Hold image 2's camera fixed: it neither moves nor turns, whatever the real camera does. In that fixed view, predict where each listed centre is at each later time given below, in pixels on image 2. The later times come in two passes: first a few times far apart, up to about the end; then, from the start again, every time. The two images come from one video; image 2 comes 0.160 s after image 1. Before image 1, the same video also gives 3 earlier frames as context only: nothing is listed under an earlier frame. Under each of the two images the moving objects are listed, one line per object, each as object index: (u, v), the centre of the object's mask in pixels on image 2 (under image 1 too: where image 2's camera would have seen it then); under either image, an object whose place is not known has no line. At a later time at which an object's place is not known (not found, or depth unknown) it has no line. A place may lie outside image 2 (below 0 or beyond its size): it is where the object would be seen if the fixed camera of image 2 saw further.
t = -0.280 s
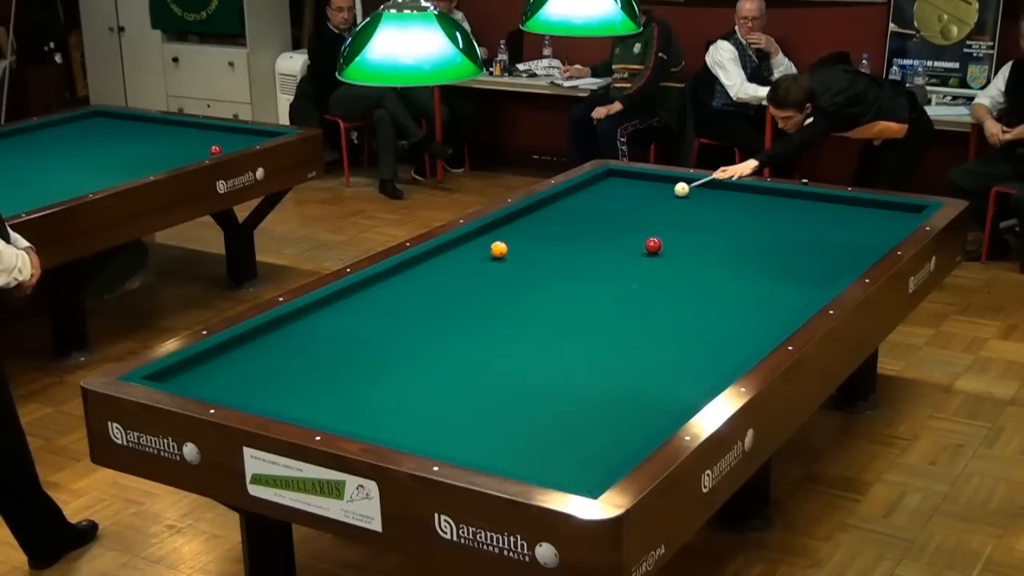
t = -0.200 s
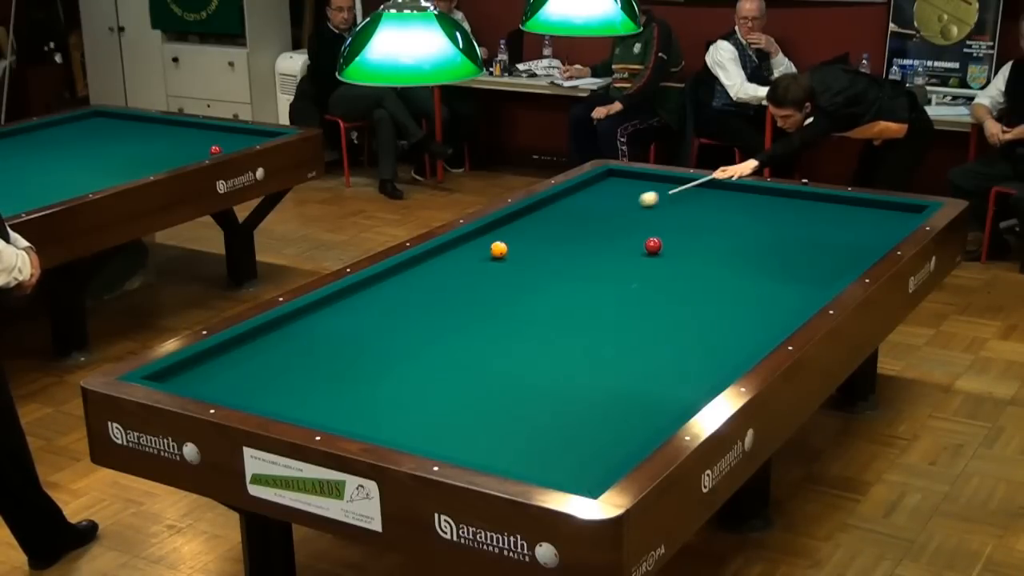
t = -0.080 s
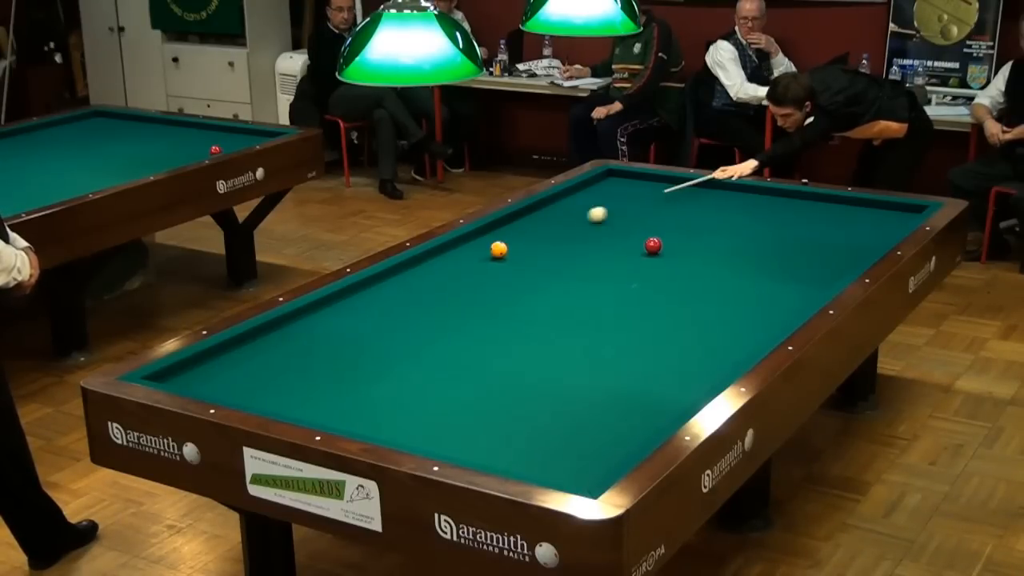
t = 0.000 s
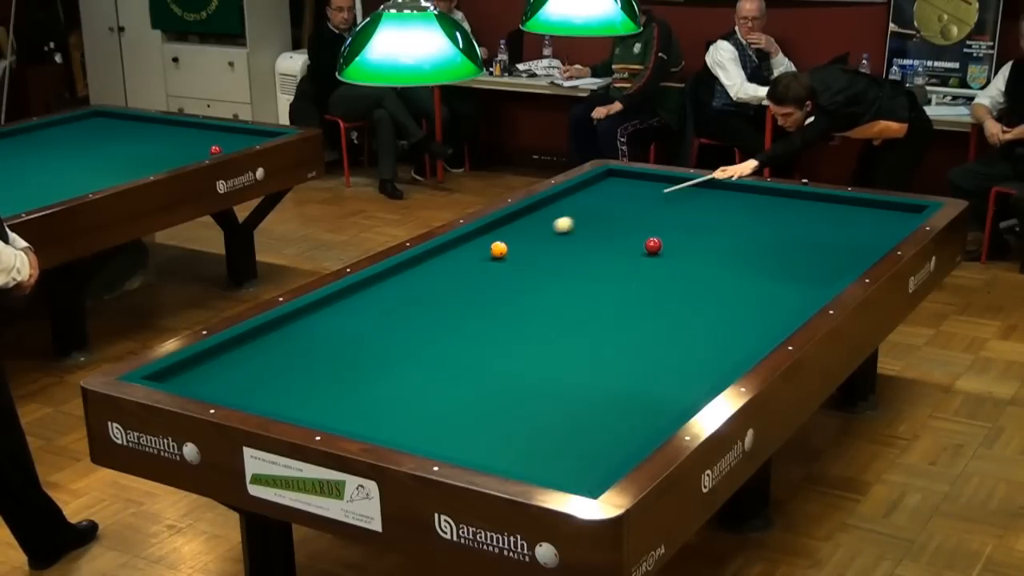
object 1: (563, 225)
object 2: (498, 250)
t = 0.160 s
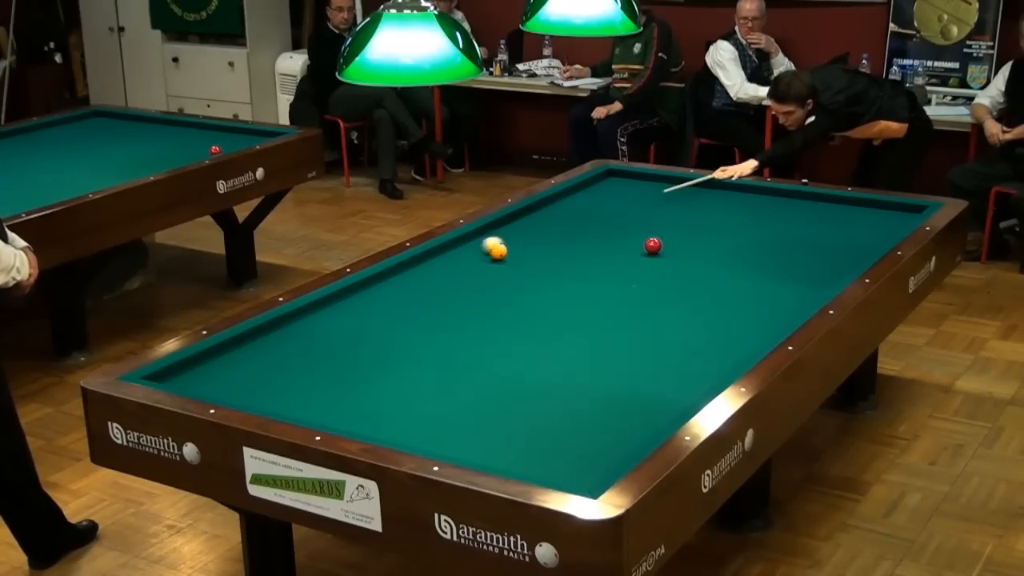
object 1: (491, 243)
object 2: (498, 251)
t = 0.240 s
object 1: (457, 247)
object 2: (496, 261)
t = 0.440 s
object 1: (444, 269)
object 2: (492, 284)
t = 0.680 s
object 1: (431, 301)
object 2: (487, 310)
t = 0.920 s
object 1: (416, 339)
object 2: (482, 339)
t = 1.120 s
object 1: (402, 374)
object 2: (477, 366)
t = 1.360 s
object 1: (382, 424)
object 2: (470, 402)
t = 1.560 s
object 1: (449, 423)
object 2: (464, 435)
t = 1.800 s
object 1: (547, 415)
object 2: (493, 446)
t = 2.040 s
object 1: (638, 409)
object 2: (544, 435)
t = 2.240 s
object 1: (673, 394)
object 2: (584, 427)
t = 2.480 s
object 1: (664, 369)
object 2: (629, 417)
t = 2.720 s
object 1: (656, 346)
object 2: (672, 407)
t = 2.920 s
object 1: (651, 329)
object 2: (677, 397)
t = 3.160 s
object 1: (644, 310)
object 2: (678, 383)
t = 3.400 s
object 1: (638, 293)
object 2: (679, 371)
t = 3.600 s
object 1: (634, 279)
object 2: (680, 361)
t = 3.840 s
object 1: (629, 265)
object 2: (681, 350)
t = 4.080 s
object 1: (624, 251)
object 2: (682, 340)
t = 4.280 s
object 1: (621, 240)
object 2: (683, 332)
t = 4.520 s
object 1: (617, 229)
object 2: (684, 323)
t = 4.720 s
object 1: (614, 220)
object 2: (684, 317)
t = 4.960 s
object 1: (610, 210)
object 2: (685, 309)
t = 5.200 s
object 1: (607, 200)
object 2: (685, 301)
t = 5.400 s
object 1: (604, 193)
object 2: (686, 296)
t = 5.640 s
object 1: (602, 184)
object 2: (686, 290)
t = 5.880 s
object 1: (601, 177)
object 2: (687, 284)
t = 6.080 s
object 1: (616, 174)
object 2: (687, 279)
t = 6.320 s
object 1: (621, 174)
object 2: (688, 274)
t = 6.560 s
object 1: (619, 177)
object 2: (688, 269)
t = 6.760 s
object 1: (618, 179)
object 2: (688, 266)
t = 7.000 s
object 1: (617, 182)
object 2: (689, 262)
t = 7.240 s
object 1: (615, 184)
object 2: (689, 258)
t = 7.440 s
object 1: (614, 186)
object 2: (689, 255)
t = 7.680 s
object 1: (612, 188)
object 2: (689, 252)
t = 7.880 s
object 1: (611, 190)
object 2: (689, 249)
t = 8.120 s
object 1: (610, 192)
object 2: (689, 246)
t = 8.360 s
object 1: (609, 194)
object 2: (690, 244)
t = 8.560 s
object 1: (608, 195)
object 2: (690, 242)
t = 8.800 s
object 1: (607, 197)
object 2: (690, 240)
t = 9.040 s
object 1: (606, 198)
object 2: (690, 238)
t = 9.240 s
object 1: (605, 200)
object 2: (690, 237)
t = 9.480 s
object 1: (605, 201)
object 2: (690, 235)
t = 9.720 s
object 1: (604, 202)
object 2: (690, 234)
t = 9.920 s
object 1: (603, 202)
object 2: (690, 233)
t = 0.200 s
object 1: (475, 246)
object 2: (497, 256)
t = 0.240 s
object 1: (457, 247)
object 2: (496, 261)
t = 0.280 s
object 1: (443, 248)
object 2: (495, 266)
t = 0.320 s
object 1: (444, 254)
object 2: (494, 271)
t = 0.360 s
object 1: (445, 259)
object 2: (494, 276)
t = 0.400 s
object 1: (444, 263)
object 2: (493, 280)
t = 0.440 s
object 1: (444, 269)
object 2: (492, 284)
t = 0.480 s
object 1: (442, 274)
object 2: (491, 289)
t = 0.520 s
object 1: (440, 279)
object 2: (490, 293)
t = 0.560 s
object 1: (438, 284)
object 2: (490, 297)
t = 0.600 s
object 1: (435, 290)
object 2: (489, 301)
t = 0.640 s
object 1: (433, 295)
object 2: (488, 306)
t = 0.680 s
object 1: (431, 301)
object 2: (487, 310)
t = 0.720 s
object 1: (428, 307)
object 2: (486, 315)
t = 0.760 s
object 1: (426, 313)
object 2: (485, 320)
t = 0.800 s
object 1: (424, 319)
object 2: (484, 325)
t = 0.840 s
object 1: (421, 325)
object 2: (484, 329)
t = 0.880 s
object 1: (419, 332)
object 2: (483, 334)
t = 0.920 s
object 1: (416, 339)
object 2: (482, 339)
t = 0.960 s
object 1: (413, 345)
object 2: (481, 345)
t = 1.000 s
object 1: (410, 352)
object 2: (480, 350)
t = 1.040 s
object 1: (408, 359)
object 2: (479, 355)
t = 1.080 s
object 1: (405, 367)
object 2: (478, 361)
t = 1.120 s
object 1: (402, 374)
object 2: (477, 366)
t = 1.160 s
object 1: (399, 382)
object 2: (476, 372)
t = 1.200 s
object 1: (395, 390)
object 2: (475, 378)
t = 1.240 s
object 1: (392, 398)
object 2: (474, 384)
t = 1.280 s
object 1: (389, 407)
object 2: (472, 390)
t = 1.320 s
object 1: (385, 415)
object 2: (471, 396)
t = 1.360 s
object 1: (382, 424)
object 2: (470, 402)
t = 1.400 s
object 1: (379, 430)
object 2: (469, 408)
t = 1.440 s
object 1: (396, 431)
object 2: (468, 415)
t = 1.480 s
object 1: (415, 429)
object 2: (467, 422)
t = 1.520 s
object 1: (434, 427)
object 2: (466, 428)
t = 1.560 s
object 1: (449, 423)
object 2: (464, 435)
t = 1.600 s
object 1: (468, 421)
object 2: (463, 442)
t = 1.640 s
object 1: (484, 421)
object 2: (462, 448)
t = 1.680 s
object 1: (500, 419)
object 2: (464, 451)
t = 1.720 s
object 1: (516, 418)
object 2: (474, 450)
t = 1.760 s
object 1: (531, 417)
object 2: (484, 448)
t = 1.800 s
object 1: (547, 415)
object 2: (493, 446)
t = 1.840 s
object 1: (562, 414)
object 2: (502, 444)
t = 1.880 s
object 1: (578, 413)
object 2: (510, 442)
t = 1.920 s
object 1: (593, 412)
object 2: (519, 440)
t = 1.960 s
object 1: (608, 411)
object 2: (527, 438)
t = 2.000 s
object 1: (623, 409)
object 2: (535, 437)
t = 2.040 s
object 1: (638, 409)
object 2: (544, 435)
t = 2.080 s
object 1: (653, 407)
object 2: (552, 434)
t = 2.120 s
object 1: (668, 405)
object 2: (560, 432)
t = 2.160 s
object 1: (678, 402)
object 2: (568, 430)
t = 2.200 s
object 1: (676, 399)
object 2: (576, 428)
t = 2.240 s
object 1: (673, 394)
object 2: (584, 427)
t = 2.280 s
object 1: (671, 390)
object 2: (591, 425)
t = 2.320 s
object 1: (670, 385)
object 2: (599, 423)
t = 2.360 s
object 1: (669, 381)
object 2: (607, 422)
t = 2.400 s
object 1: (667, 377)
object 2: (614, 420)
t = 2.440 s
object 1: (666, 373)
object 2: (622, 419)
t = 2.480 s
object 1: (664, 369)
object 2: (629, 417)
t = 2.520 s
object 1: (663, 365)
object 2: (637, 416)
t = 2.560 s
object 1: (661, 361)
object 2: (644, 414)
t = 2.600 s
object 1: (660, 357)
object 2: (651, 413)
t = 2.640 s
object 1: (659, 353)
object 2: (659, 411)
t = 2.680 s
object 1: (657, 350)
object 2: (665, 409)
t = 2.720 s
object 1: (656, 346)
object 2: (672, 407)
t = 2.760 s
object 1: (655, 343)
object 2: (675, 405)
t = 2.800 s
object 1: (654, 339)
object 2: (675, 403)
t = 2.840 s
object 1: (653, 335)
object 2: (676, 401)
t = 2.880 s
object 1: (652, 332)
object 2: (676, 399)
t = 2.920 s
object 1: (651, 329)
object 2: (677, 397)
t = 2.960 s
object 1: (650, 325)
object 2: (677, 394)
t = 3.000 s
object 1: (648, 322)
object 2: (677, 392)
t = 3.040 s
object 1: (647, 319)
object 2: (677, 390)
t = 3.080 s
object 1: (646, 316)
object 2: (677, 388)
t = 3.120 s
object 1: (645, 313)
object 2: (678, 385)
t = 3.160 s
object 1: (644, 310)
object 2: (678, 383)
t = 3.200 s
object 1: (643, 307)
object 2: (678, 381)
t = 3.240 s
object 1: (642, 304)
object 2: (678, 379)
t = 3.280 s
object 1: (641, 301)
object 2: (678, 377)
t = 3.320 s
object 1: (640, 298)
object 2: (678, 375)
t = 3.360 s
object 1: (639, 295)
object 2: (678, 373)
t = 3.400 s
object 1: (638, 293)
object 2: (679, 371)
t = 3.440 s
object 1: (637, 290)
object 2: (679, 369)
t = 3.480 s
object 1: (636, 287)
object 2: (679, 367)
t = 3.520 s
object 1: (635, 284)
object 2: (679, 365)
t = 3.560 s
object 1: (635, 282)
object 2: (679, 363)
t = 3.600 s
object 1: (634, 279)
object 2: (680, 361)
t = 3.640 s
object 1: (633, 277)
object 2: (680, 359)
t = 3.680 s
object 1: (632, 274)
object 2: (680, 357)
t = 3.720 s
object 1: (631, 272)
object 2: (680, 356)
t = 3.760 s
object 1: (630, 269)
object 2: (680, 354)
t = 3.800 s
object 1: (630, 267)
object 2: (681, 352)
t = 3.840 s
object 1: (629, 265)
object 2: (681, 350)
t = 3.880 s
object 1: (628, 262)
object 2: (681, 348)
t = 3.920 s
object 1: (627, 260)
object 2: (681, 347)
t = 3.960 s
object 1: (627, 258)
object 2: (681, 345)
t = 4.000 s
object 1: (626, 255)
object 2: (681, 343)
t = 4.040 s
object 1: (625, 253)
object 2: (682, 342)
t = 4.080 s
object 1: (624, 251)
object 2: (682, 340)
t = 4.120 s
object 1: (624, 249)
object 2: (682, 338)
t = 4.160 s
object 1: (623, 247)
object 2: (682, 337)
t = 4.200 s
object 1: (622, 245)
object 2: (682, 335)
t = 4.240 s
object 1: (621, 243)
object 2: (682, 334)
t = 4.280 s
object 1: (621, 240)
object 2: (683, 332)
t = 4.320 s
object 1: (620, 239)
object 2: (683, 331)
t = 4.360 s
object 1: (619, 237)
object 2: (683, 329)
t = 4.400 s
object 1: (619, 235)
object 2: (683, 328)
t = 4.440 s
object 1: (618, 232)
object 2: (683, 326)
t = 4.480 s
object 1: (617, 231)
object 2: (683, 325)
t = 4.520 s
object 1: (617, 229)
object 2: (684, 323)
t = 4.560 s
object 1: (616, 227)
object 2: (683, 322)
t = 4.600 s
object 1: (616, 225)
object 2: (684, 321)
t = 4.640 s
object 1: (615, 223)
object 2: (684, 319)
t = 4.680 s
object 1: (614, 221)
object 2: (684, 318)
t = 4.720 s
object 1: (614, 220)
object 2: (684, 317)
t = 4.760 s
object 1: (613, 218)
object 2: (684, 315)
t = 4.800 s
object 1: (612, 216)
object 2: (684, 314)
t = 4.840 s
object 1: (612, 215)
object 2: (684, 313)
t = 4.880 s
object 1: (611, 213)
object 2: (684, 312)
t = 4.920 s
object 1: (611, 211)
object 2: (685, 310)
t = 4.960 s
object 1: (610, 210)
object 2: (685, 309)
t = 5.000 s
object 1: (610, 208)
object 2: (685, 308)
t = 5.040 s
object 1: (609, 206)
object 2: (685, 306)
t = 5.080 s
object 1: (609, 205)
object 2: (685, 305)
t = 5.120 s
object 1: (608, 203)
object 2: (685, 304)
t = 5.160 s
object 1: (608, 202)
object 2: (685, 303)
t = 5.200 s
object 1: (607, 200)
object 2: (685, 301)
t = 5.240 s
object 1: (606, 199)
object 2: (685, 301)
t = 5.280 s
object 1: (606, 197)
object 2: (685, 299)
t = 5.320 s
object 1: (605, 196)
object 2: (686, 298)
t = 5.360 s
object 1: (605, 194)
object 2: (686, 297)
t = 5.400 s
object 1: (604, 193)
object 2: (686, 296)
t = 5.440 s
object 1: (604, 191)
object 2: (686, 295)
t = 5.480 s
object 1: (603, 190)
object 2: (686, 294)
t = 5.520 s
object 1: (603, 188)
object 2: (686, 293)
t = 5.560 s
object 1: (602, 187)
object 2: (686, 292)
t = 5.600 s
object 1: (602, 186)
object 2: (686, 291)
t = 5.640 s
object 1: (602, 184)
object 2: (686, 290)
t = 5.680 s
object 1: (601, 183)
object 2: (687, 289)
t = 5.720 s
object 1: (601, 182)
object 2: (687, 288)
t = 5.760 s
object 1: (600, 180)
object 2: (687, 287)
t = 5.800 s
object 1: (600, 179)
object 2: (687, 286)
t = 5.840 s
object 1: (599, 178)
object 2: (687, 285)
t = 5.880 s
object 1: (601, 177)
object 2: (687, 284)
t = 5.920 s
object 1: (605, 176)
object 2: (687, 283)
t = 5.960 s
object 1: (607, 176)
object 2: (687, 282)
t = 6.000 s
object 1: (610, 175)
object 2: (687, 281)
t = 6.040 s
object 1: (613, 174)
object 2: (687, 280)
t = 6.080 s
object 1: (616, 174)
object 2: (687, 279)
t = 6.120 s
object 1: (618, 173)
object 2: (687, 279)
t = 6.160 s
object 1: (621, 173)
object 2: (687, 278)
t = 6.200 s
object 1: (622, 173)
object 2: (688, 277)
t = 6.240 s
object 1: (621, 173)
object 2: (688, 276)
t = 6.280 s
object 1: (621, 174)
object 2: (688, 275)
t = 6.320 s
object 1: (621, 174)
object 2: (688, 274)
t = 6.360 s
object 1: (621, 175)
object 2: (688, 274)
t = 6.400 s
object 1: (620, 175)
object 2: (688, 273)
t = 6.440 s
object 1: (620, 176)
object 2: (688, 272)
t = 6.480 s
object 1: (620, 176)
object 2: (688, 271)
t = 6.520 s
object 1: (620, 176)
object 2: (688, 270)
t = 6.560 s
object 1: (619, 177)
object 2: (688, 269)
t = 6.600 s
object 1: (619, 177)
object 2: (688, 269)
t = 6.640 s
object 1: (619, 178)
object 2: (688, 268)
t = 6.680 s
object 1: (619, 178)
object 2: (688, 267)
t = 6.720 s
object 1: (618, 179)
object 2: (688, 267)
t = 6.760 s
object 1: (618, 179)
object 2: (688, 266)
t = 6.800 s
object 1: (618, 180)
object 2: (688, 265)
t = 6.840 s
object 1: (618, 180)
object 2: (688, 264)
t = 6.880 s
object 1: (617, 180)
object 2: (688, 264)
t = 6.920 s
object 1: (617, 181)
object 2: (688, 263)
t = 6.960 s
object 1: (617, 181)
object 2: (688, 262)
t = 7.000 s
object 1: (617, 182)
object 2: (689, 262)
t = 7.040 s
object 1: (616, 182)
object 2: (689, 261)
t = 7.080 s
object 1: (616, 182)
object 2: (689, 260)
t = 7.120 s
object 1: (616, 183)
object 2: (689, 260)
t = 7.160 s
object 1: (616, 183)
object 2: (689, 259)
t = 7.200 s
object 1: (615, 184)
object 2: (689, 258)
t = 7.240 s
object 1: (615, 184)
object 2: (689, 258)
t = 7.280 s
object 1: (615, 185)
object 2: (689, 257)
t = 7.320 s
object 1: (615, 185)
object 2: (689, 257)
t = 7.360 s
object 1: (614, 185)
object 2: (689, 256)
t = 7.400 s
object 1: (614, 186)
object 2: (689, 256)
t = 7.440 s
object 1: (614, 186)
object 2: (689, 255)
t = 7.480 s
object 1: (614, 186)
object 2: (689, 254)
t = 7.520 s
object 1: (613, 187)
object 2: (689, 254)
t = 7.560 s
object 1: (613, 187)
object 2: (689, 253)
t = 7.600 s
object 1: (613, 188)
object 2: (689, 253)
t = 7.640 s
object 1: (613, 188)
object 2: (689, 252)
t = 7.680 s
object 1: (612, 188)
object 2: (689, 252)
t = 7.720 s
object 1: (612, 189)
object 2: (689, 251)
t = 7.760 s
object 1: (612, 189)
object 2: (689, 251)
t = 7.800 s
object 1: (612, 189)
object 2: (689, 250)
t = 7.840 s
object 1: (612, 190)
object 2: (689, 250)
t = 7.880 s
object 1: (611, 190)
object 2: (689, 249)
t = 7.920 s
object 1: (611, 190)
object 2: (689, 249)
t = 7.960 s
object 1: (611, 191)
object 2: (689, 248)
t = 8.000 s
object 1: (611, 191)
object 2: (689, 248)
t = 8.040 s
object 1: (610, 191)
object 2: (689, 247)
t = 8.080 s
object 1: (610, 192)
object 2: (689, 247)
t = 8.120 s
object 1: (610, 192)
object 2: (689, 246)
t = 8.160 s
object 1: (610, 192)
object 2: (689, 246)
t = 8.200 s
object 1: (610, 193)
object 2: (689, 246)
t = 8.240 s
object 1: (610, 193)
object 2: (689, 245)
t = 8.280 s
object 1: (609, 193)
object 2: (689, 245)
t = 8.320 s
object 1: (609, 194)
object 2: (690, 245)
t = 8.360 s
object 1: (609, 194)
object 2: (690, 244)
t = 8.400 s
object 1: (609, 194)
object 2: (690, 244)
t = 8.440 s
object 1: (609, 195)
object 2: (690, 243)
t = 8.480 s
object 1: (608, 195)
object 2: (690, 243)
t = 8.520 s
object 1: (608, 195)
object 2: (690, 242)
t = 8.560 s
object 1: (608, 195)
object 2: (690, 242)
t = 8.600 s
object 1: (608, 196)
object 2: (690, 242)
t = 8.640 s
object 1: (608, 196)
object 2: (690, 241)
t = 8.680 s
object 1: (607, 196)
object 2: (690, 241)
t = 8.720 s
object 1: (607, 196)
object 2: (690, 241)
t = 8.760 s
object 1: (607, 197)
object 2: (690, 240)
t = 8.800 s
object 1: (607, 197)
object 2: (690, 240)
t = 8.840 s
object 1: (607, 197)
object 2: (690, 240)
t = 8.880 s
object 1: (607, 198)
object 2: (690, 239)
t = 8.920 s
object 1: (606, 198)
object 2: (690, 239)
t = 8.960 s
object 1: (606, 198)
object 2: (690, 239)
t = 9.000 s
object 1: (606, 198)
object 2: (690, 238)
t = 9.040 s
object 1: (606, 198)
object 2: (690, 238)
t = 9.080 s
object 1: (606, 199)
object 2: (690, 238)
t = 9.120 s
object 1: (606, 199)
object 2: (690, 238)
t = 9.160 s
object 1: (606, 199)
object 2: (690, 237)
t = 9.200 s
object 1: (605, 199)
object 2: (690, 237)
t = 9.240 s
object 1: (605, 200)
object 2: (690, 237)
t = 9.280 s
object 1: (605, 200)
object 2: (690, 236)
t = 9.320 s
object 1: (605, 200)
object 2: (690, 236)
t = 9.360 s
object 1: (605, 200)
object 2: (690, 236)
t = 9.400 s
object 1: (605, 200)
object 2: (690, 236)
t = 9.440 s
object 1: (605, 200)
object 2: (690, 236)
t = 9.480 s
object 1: (605, 201)
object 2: (690, 235)
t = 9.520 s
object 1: (605, 201)
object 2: (690, 235)
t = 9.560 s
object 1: (604, 201)
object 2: (690, 235)
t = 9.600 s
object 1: (604, 201)
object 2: (690, 235)
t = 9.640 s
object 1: (604, 201)
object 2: (690, 235)
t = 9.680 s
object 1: (604, 201)
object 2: (690, 234)
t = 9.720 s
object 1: (604, 202)
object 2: (690, 234)
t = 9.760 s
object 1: (604, 202)
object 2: (690, 234)
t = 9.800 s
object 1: (603, 202)
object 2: (690, 234)
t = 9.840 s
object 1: (603, 202)
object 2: (690, 234)
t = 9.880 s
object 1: (603, 202)
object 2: (690, 233)
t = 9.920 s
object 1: (603, 202)
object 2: (690, 233)
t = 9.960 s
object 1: (603, 202)
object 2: (690, 233)
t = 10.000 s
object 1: (603, 202)
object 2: (690, 233)
